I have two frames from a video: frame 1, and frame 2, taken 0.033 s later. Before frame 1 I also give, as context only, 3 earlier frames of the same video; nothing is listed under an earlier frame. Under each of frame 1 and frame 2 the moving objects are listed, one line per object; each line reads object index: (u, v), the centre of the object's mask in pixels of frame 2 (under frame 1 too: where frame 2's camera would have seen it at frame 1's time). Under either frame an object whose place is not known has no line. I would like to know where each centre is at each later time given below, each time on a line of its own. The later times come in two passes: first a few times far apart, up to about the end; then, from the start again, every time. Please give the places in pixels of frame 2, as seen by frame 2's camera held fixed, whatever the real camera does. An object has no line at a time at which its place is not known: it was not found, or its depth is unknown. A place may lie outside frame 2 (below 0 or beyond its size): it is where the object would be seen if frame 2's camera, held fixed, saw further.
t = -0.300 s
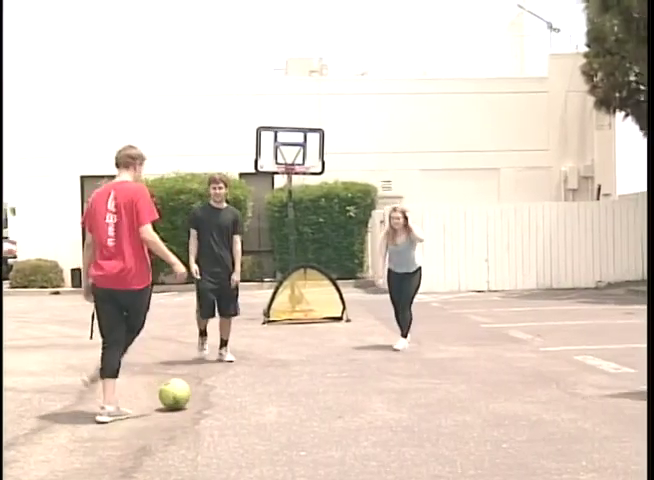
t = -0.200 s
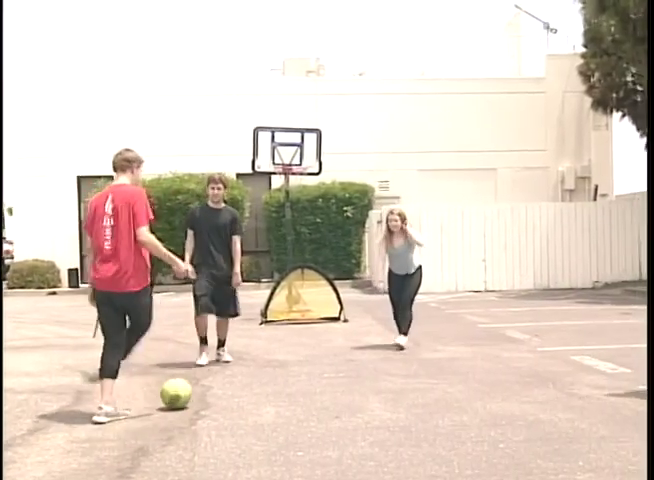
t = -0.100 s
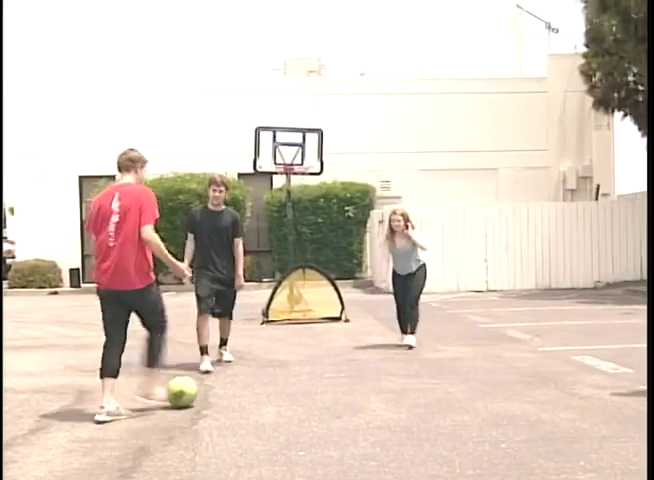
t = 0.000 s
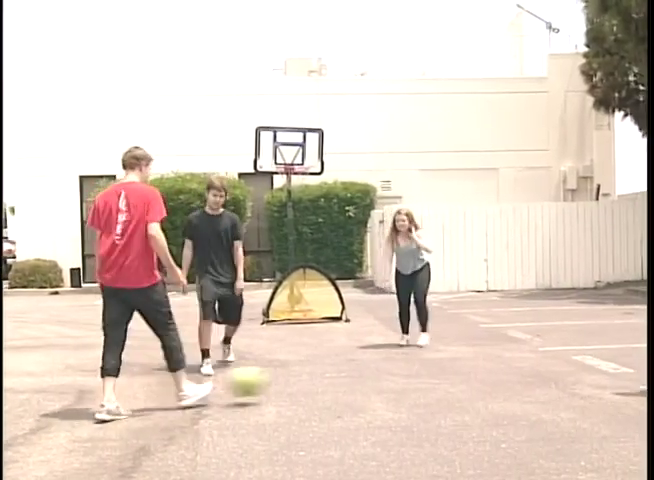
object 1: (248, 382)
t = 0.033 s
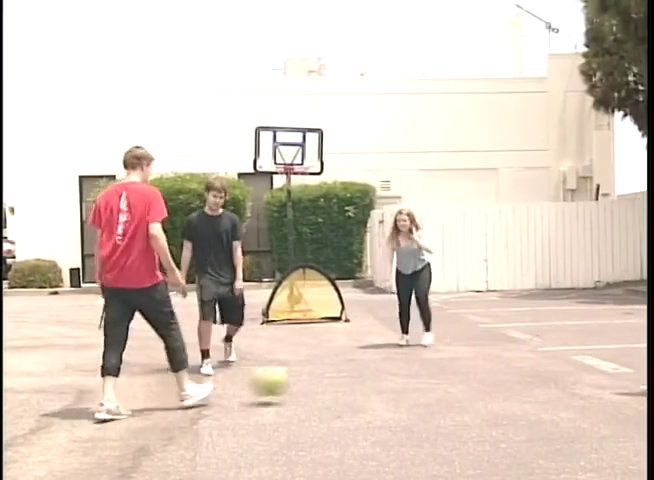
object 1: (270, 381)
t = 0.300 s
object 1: (429, 381)
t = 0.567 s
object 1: (537, 382)
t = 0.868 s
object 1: (629, 382)
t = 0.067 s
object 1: (295, 382)
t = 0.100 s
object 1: (317, 383)
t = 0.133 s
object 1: (341, 387)
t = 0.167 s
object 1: (359, 385)
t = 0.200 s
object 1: (377, 381)
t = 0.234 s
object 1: (394, 378)
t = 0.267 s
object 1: (412, 379)
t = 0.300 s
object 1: (429, 381)
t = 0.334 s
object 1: (447, 384)
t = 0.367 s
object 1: (463, 385)
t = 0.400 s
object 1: (477, 381)
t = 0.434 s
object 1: (490, 380)
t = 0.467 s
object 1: (503, 381)
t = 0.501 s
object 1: (514, 383)
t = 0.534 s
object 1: (527, 384)
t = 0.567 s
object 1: (537, 382)
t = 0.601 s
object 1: (548, 380)
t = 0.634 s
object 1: (557, 380)
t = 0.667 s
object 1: (568, 383)
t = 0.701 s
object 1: (579, 383)
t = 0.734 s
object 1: (590, 382)
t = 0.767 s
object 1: (600, 382)
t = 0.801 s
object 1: (611, 382)
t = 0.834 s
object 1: (621, 383)
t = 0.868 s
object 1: (629, 382)
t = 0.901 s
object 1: (635, 383)
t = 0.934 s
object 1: (641, 383)
